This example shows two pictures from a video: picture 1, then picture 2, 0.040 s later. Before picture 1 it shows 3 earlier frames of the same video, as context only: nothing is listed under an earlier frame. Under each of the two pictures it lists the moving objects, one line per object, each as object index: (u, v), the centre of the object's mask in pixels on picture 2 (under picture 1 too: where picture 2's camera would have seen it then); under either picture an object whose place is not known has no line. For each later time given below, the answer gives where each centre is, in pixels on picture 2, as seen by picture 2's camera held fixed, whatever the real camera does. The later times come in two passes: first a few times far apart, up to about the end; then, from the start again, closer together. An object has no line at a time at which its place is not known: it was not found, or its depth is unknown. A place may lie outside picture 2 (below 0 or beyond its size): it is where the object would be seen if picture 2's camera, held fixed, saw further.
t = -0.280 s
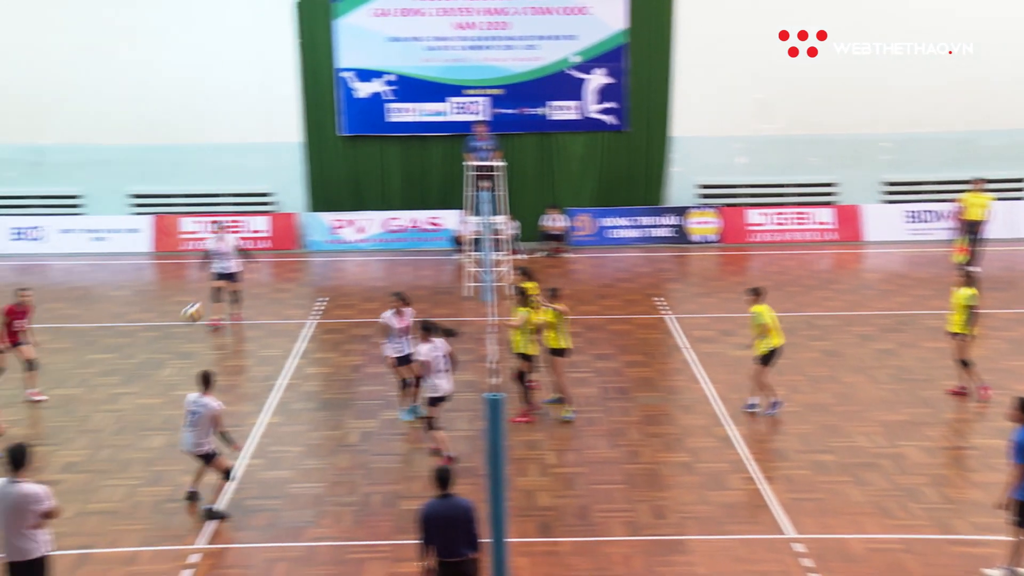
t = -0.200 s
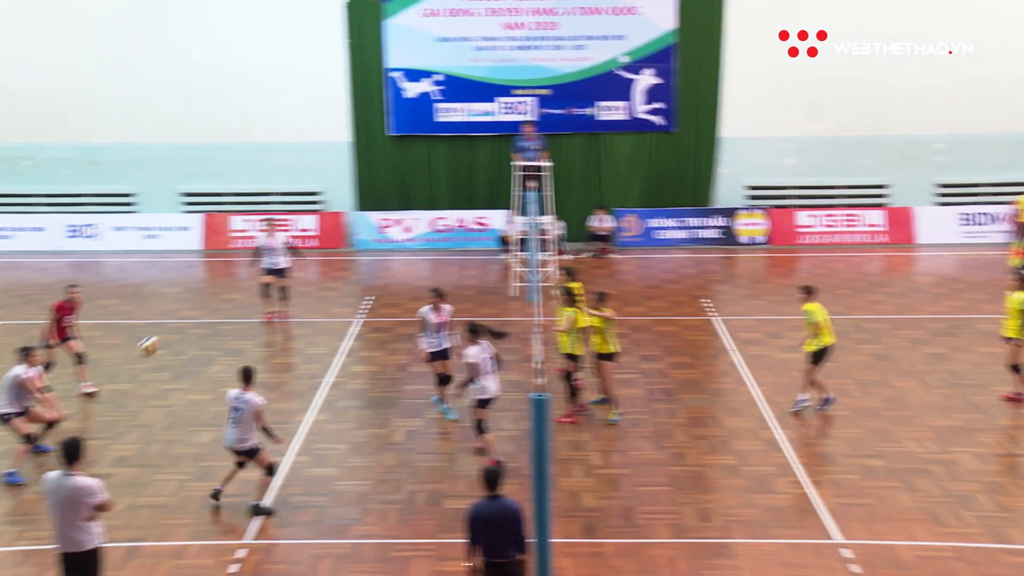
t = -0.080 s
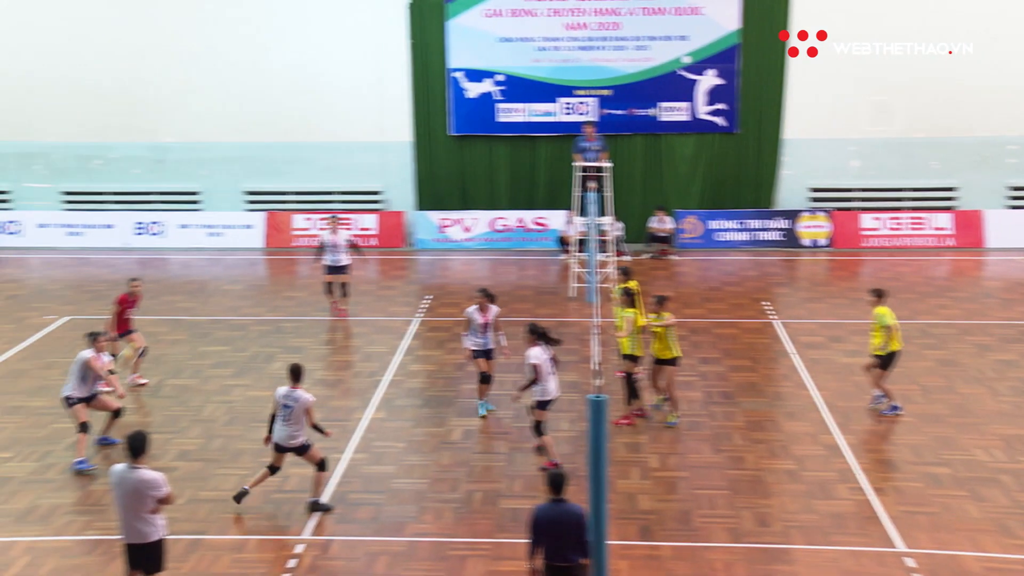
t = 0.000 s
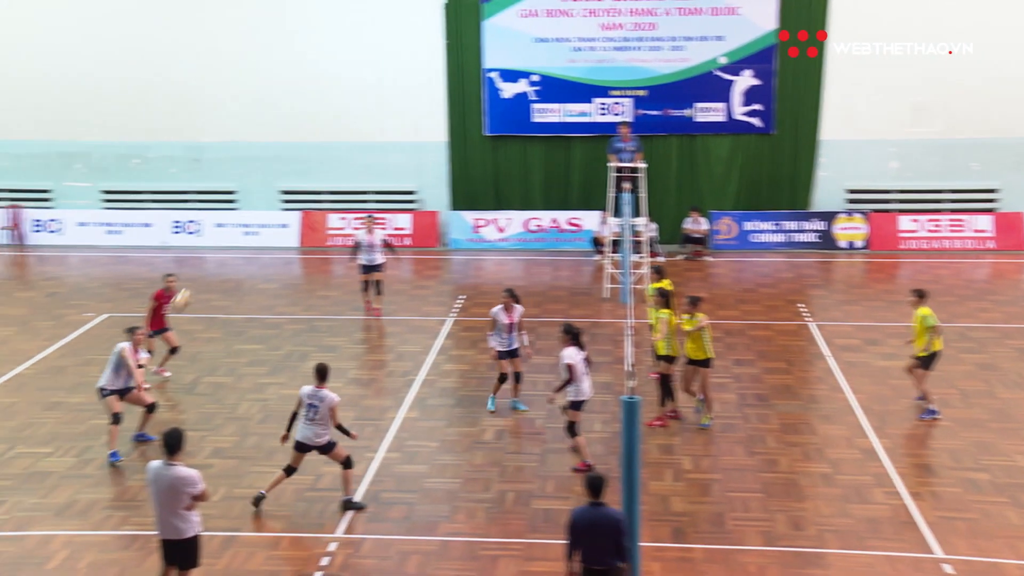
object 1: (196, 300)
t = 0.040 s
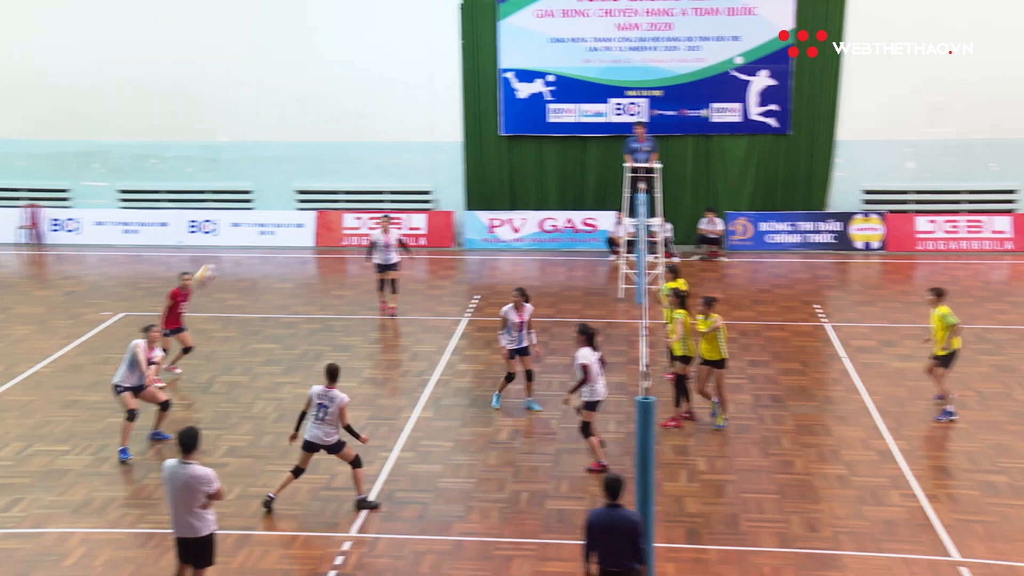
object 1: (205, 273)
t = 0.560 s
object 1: (307, 74)
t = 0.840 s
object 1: (351, 57)
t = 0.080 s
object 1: (214, 254)
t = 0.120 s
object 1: (224, 230)
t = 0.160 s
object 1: (233, 208)
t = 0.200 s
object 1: (241, 191)
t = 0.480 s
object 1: (294, 91)
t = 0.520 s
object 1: (300, 81)
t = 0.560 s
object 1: (307, 74)
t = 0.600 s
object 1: (313, 68)
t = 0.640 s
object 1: (320, 62)
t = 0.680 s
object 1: (326, 59)
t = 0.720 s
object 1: (332, 55)
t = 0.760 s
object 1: (338, 55)
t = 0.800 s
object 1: (345, 55)
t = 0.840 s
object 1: (351, 57)
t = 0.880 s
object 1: (356, 59)
